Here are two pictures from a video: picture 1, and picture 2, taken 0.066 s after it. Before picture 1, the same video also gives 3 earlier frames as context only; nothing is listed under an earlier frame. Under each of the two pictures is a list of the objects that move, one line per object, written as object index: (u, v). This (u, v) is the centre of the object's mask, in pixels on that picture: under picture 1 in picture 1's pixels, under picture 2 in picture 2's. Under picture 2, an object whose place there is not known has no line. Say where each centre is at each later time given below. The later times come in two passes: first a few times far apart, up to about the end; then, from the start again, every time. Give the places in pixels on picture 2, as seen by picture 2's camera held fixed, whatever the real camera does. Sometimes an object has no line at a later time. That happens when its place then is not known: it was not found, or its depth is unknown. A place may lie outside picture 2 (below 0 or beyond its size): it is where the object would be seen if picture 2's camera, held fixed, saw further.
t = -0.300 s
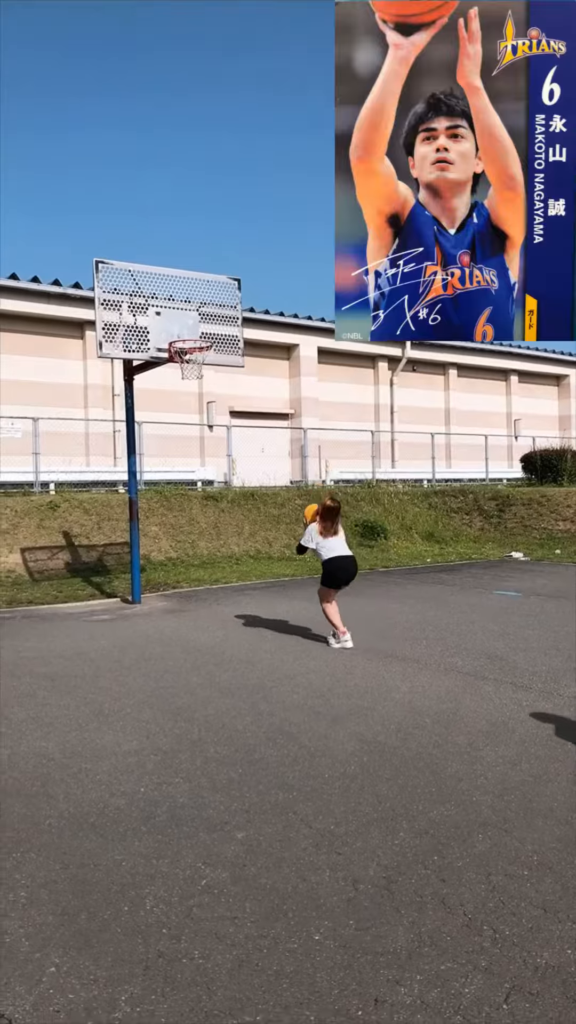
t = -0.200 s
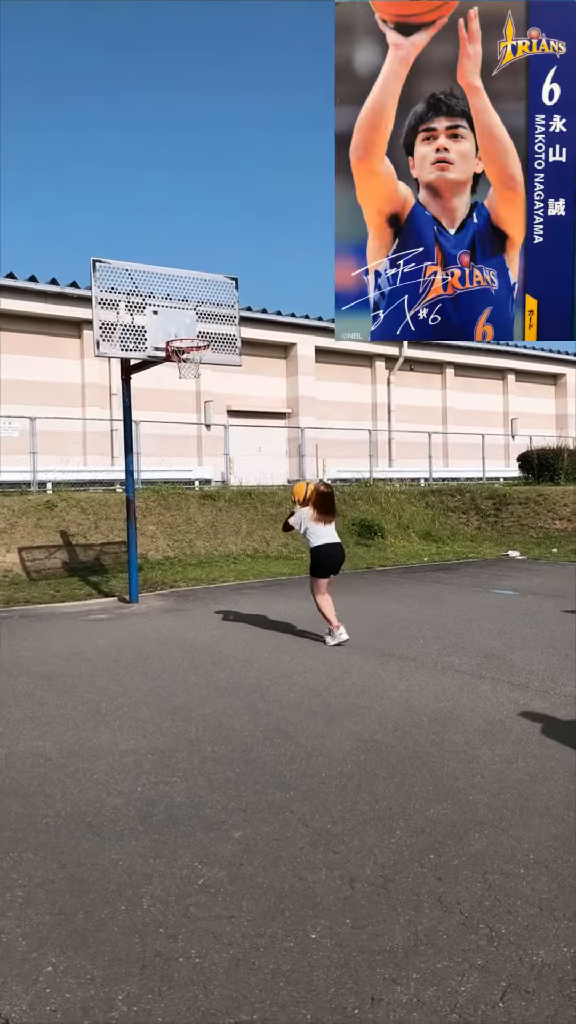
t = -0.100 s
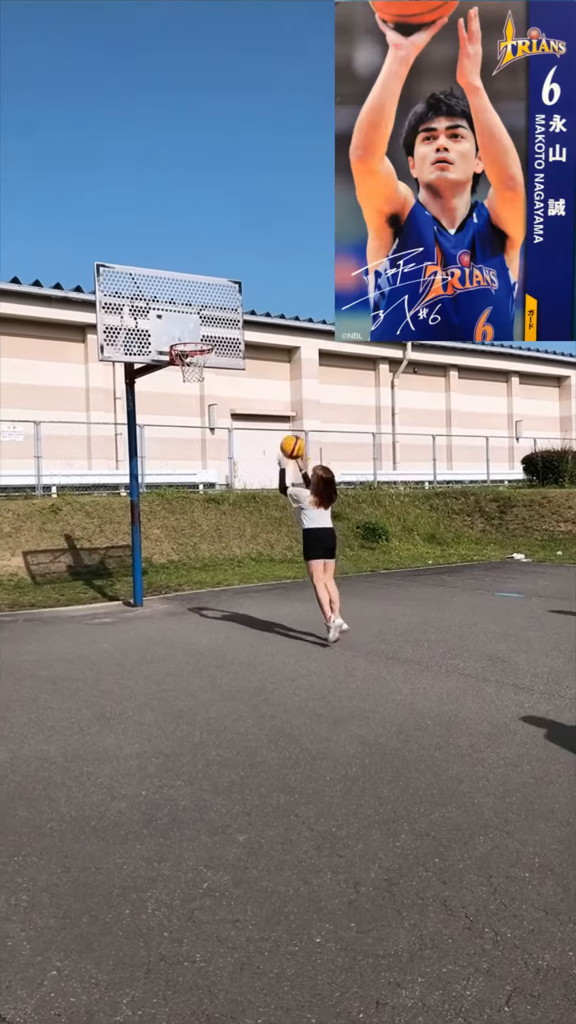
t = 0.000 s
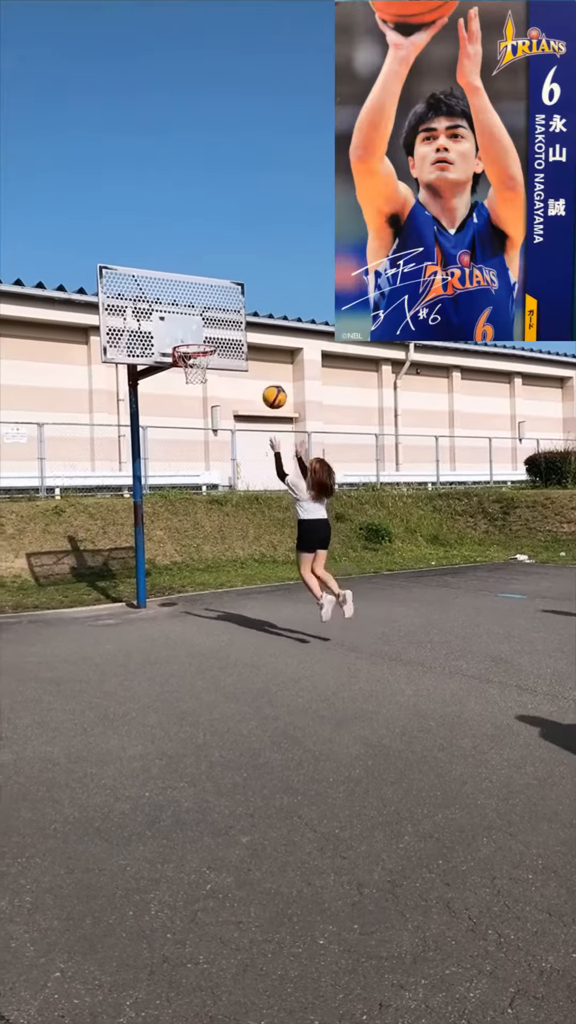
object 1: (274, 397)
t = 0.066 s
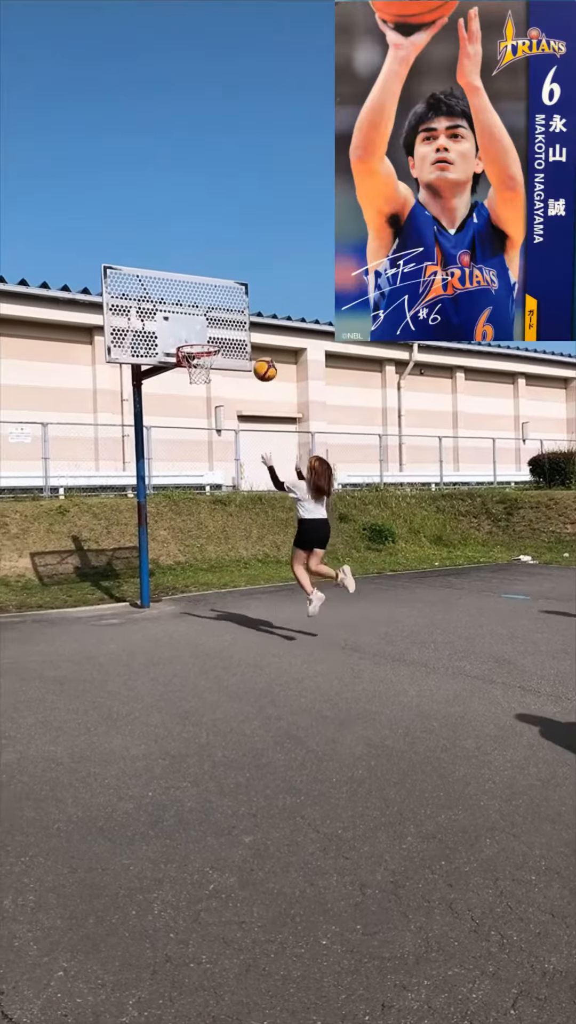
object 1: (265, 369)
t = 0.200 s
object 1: (241, 329)
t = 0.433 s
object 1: (203, 306)
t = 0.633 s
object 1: (176, 327)
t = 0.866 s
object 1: (163, 322)
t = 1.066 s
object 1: (151, 326)
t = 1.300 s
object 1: (136, 383)
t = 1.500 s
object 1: (124, 477)
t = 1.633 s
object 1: (116, 566)
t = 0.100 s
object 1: (259, 357)
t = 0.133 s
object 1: (253, 346)
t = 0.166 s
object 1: (246, 337)
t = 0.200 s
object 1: (241, 329)
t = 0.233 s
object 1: (236, 323)
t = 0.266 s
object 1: (230, 317)
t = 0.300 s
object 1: (224, 313)
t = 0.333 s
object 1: (219, 310)
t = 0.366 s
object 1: (214, 308)
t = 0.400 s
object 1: (208, 307)
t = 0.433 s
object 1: (203, 306)
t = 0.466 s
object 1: (198, 307)
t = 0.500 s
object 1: (194, 310)
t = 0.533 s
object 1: (189, 313)
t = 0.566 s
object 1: (185, 317)
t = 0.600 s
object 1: (180, 321)
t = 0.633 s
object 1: (176, 327)
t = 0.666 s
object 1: (172, 334)
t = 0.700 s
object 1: (171, 338)
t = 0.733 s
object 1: (171, 338)
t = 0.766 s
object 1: (169, 333)
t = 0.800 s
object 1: (166, 328)
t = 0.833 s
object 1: (164, 325)
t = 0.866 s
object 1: (163, 322)
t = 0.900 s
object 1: (161, 320)
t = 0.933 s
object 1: (158, 319)
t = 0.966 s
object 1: (157, 319)
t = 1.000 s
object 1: (155, 320)
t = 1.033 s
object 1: (153, 323)
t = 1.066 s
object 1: (151, 326)
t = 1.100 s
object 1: (148, 331)
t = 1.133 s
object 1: (146, 337)
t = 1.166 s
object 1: (144, 344)
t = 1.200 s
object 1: (142, 353)
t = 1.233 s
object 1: (139, 360)
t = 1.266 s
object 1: (138, 371)
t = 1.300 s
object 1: (136, 383)
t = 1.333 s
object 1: (134, 396)
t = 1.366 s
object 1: (132, 410)
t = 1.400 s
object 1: (130, 425)
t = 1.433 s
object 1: (127, 441)
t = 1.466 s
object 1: (125, 459)
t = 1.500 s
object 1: (124, 477)
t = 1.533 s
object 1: (121, 498)
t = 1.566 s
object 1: (119, 520)
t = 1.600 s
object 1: (116, 542)
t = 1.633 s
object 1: (116, 566)
